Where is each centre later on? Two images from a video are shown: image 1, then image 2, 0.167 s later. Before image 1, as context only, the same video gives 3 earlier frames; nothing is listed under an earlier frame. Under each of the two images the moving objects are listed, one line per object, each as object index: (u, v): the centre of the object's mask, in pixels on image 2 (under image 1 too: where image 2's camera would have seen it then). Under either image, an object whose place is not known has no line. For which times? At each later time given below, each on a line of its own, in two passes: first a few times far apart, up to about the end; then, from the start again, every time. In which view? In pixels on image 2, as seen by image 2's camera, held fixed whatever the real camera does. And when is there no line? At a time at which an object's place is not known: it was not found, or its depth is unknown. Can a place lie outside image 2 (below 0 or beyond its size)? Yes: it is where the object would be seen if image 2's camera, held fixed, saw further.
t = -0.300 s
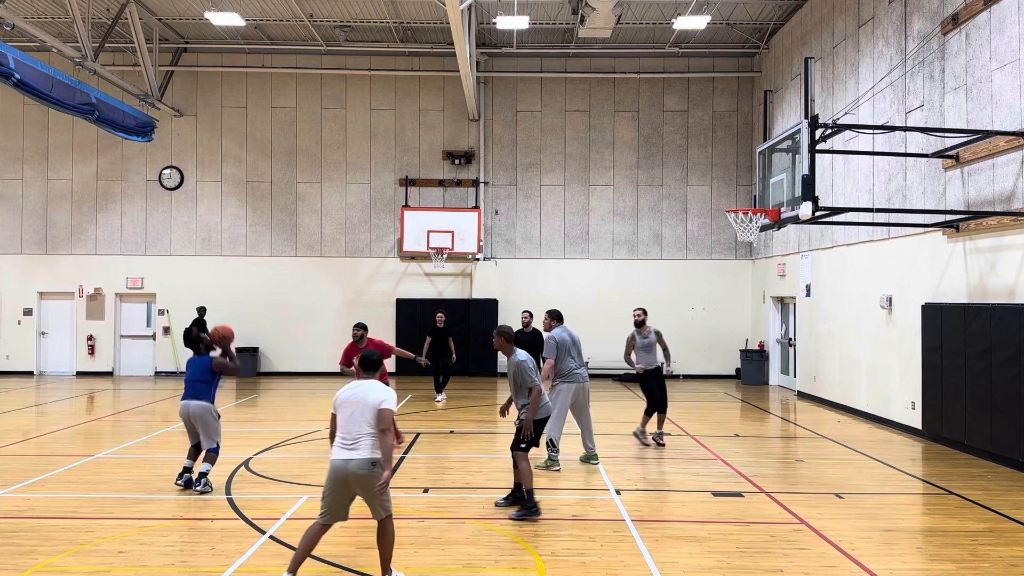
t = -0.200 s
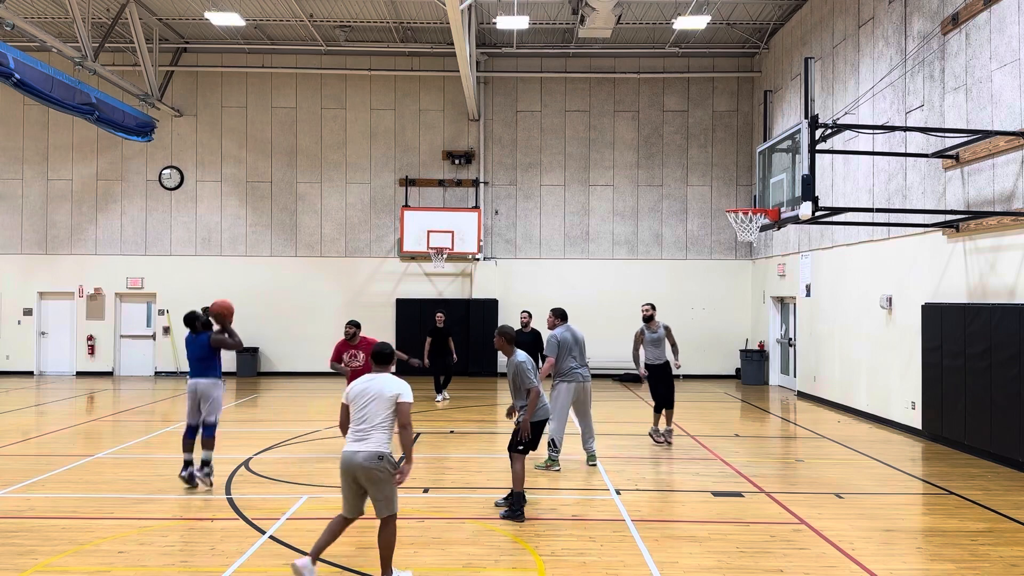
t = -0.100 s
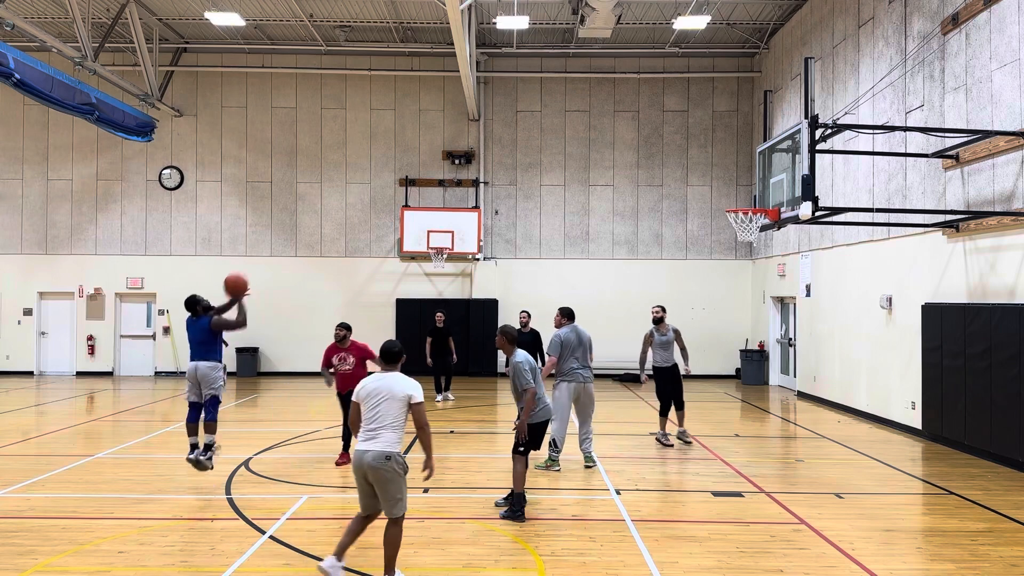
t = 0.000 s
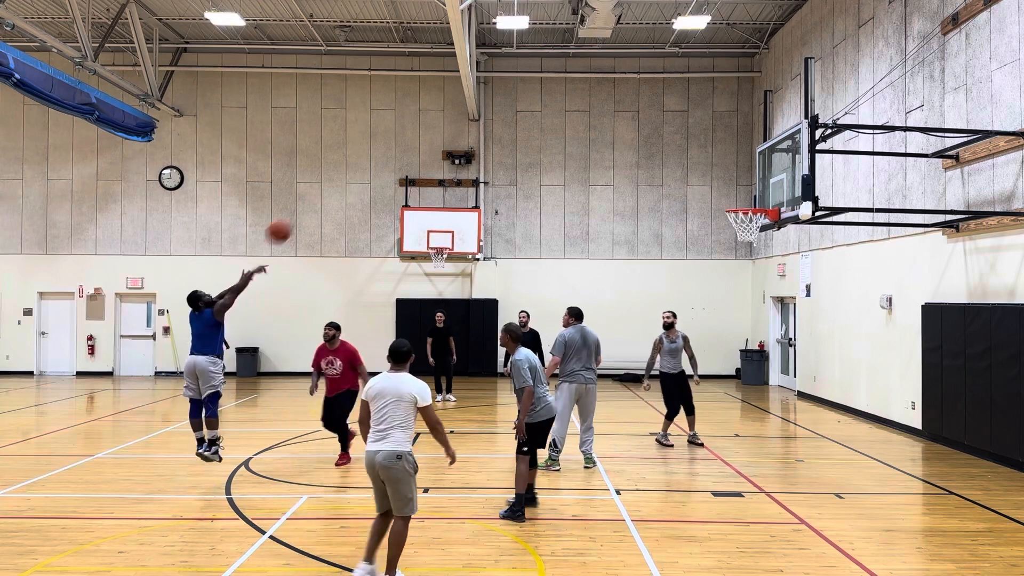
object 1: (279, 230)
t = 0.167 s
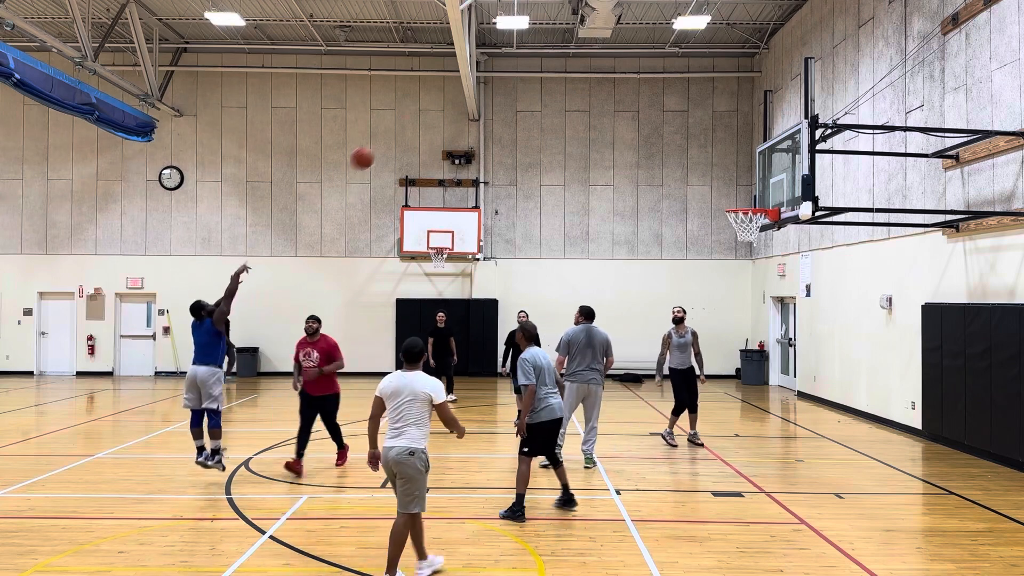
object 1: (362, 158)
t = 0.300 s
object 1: (424, 120)
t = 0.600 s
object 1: (552, 95)
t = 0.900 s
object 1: (665, 144)
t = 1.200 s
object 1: (735, 180)
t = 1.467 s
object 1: (753, 172)
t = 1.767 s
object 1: (763, 189)
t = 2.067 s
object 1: (744, 201)
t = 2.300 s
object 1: (739, 235)
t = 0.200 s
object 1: (379, 147)
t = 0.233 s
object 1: (394, 136)
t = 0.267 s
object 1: (410, 127)
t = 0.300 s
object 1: (424, 120)
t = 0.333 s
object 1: (439, 113)
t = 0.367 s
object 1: (455, 107)
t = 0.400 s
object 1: (469, 103)
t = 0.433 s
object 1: (483, 99)
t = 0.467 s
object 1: (498, 96)
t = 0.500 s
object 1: (511, 95)
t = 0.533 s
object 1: (525, 94)
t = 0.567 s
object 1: (539, 94)
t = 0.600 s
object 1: (552, 95)
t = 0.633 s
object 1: (565, 97)
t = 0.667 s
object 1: (578, 100)
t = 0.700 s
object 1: (590, 104)
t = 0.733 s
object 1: (603, 108)
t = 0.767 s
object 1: (616, 113)
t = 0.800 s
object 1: (629, 120)
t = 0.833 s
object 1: (640, 127)
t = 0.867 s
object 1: (653, 135)
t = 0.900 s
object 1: (665, 144)
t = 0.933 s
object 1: (676, 153)
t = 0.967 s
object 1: (689, 164)
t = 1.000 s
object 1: (700, 174)
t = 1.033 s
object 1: (712, 187)
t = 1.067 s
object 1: (723, 198)
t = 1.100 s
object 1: (727, 198)
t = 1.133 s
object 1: (730, 191)
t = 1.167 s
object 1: (733, 186)
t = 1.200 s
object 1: (735, 180)
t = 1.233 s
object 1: (738, 176)
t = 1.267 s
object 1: (740, 173)
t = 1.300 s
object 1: (742, 171)
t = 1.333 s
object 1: (745, 169)
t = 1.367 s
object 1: (747, 169)
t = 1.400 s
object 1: (749, 169)
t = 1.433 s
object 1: (751, 170)
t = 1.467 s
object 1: (753, 172)
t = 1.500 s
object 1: (756, 175)
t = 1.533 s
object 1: (758, 178)
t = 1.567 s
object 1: (760, 182)
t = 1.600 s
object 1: (762, 188)
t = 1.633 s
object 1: (765, 194)
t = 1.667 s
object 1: (768, 200)
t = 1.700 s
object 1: (767, 195)
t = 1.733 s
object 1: (765, 191)
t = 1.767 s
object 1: (763, 189)
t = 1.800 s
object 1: (761, 187)
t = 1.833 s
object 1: (759, 186)
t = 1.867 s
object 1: (757, 186)
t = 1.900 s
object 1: (754, 187)
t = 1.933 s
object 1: (753, 188)
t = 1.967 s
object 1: (751, 190)
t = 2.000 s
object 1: (748, 193)
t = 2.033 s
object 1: (746, 197)
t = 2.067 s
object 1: (744, 201)
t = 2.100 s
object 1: (742, 204)
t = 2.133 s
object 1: (739, 216)
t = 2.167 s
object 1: (737, 219)
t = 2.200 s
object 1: (737, 227)
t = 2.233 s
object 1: (738, 231)
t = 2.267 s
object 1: (741, 235)
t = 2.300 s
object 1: (739, 235)
